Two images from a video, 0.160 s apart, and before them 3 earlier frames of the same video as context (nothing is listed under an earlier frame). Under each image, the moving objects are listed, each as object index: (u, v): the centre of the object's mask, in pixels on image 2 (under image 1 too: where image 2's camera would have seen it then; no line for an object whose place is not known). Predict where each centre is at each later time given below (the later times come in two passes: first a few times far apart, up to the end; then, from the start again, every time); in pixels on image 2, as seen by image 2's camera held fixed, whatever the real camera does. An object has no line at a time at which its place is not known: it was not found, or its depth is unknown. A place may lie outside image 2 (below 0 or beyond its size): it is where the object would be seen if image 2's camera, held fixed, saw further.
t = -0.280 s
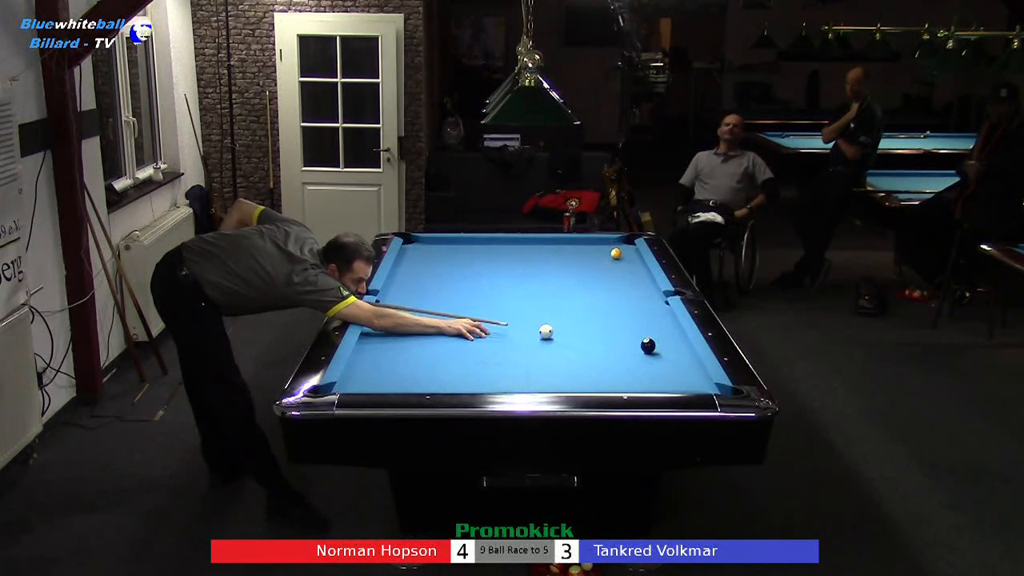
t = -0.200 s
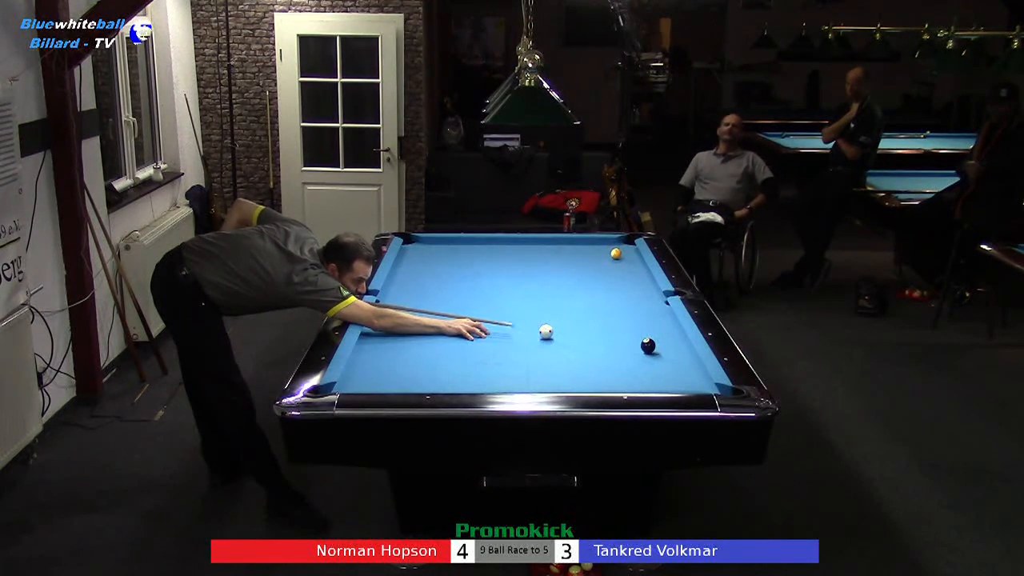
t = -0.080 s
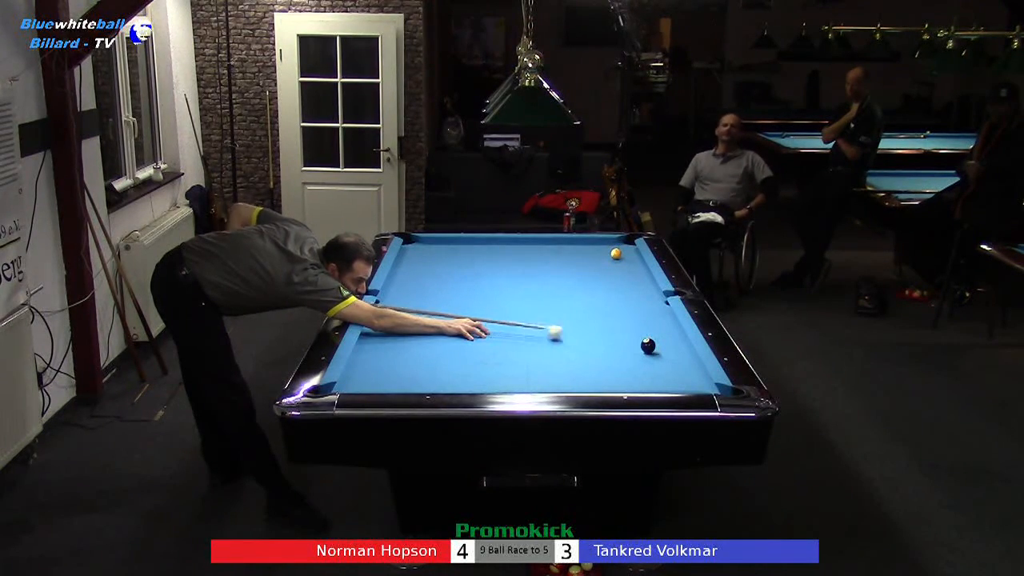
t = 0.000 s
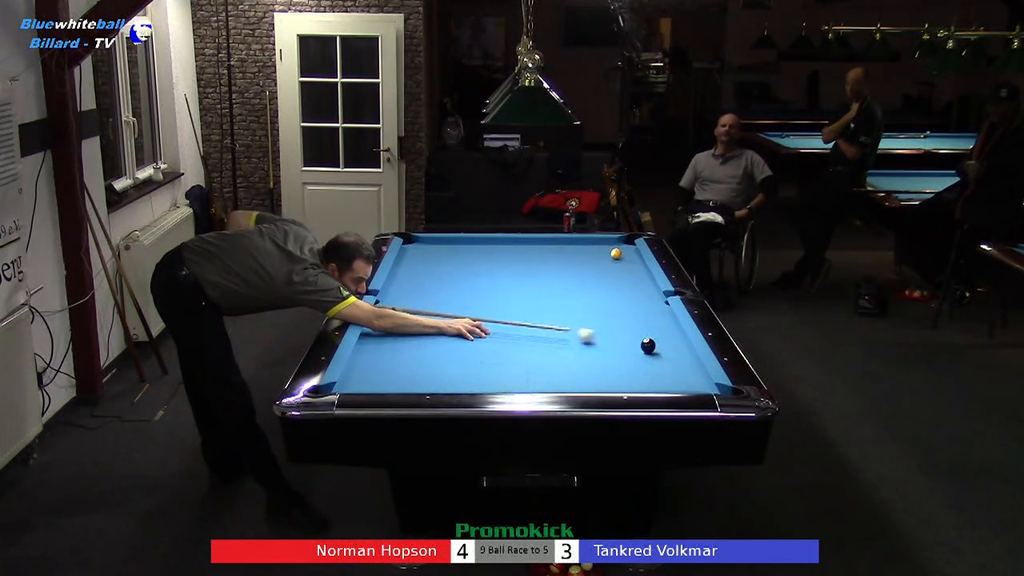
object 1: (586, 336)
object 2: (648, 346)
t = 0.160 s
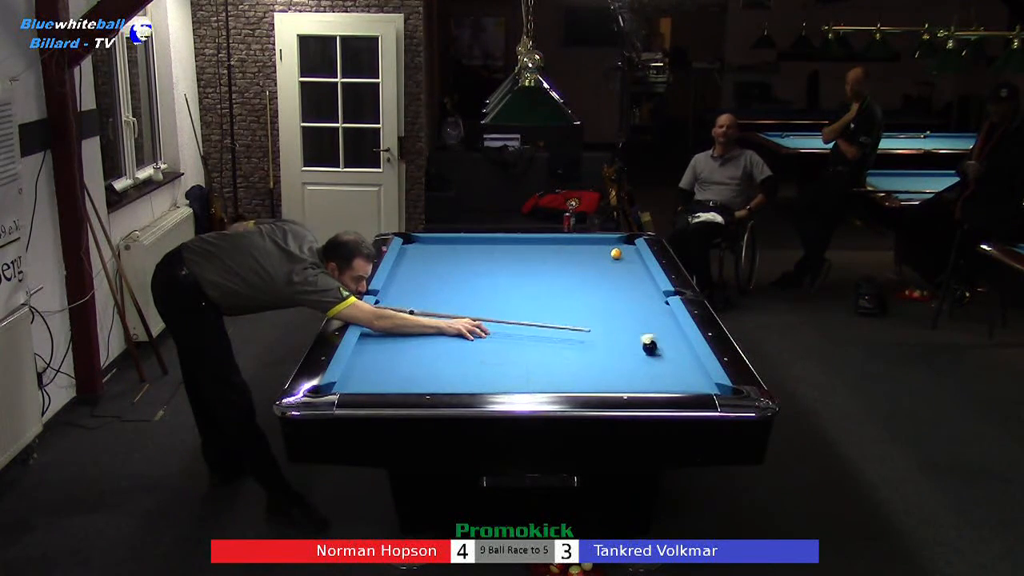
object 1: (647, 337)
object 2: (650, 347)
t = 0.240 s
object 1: (675, 340)
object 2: (655, 351)
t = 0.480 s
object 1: (640, 338)
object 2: (670, 362)
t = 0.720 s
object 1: (597, 336)
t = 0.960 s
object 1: (555, 334)
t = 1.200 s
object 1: (516, 332)
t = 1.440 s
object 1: (478, 330)
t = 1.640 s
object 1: (448, 328)
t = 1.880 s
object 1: (414, 326)
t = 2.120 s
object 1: (382, 324)
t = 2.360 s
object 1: (385, 323)
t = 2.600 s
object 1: (404, 322)
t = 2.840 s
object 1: (422, 321)
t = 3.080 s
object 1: (439, 320)
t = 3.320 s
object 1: (454, 320)
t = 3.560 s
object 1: (469, 319)
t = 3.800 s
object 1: (481, 319)
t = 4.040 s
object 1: (493, 318)
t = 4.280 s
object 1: (504, 318)
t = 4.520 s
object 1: (513, 317)
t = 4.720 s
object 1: (520, 317)
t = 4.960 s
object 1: (527, 316)
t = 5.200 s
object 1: (533, 316)
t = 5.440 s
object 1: (537, 316)
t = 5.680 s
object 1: (541, 316)
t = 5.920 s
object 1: (544, 316)
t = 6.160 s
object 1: (545, 316)
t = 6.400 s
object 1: (546, 316)
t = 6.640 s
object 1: (545, 316)
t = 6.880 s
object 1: (545, 316)
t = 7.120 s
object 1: (545, 316)
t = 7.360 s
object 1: (545, 316)
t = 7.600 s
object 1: (545, 316)
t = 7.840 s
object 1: (545, 316)
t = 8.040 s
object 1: (545, 316)
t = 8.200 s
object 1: (545, 316)
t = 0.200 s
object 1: (662, 340)
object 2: (652, 349)
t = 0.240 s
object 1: (675, 340)
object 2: (655, 351)
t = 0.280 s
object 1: (679, 340)
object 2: (658, 353)
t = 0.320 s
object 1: (670, 340)
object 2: (660, 354)
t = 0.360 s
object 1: (662, 339)
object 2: (663, 357)
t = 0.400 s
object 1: (654, 339)
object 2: (665, 358)
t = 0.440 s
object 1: (647, 338)
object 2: (668, 360)
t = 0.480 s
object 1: (640, 338)
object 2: (670, 362)
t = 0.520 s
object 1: (632, 338)
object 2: (673, 363)
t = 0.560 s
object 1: (625, 337)
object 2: (675, 365)
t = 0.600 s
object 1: (618, 336)
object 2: (678, 367)
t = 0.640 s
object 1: (611, 336)
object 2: (681, 369)
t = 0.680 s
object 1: (604, 336)
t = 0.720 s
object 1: (597, 336)
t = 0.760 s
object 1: (590, 336)
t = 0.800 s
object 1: (583, 335)
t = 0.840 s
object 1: (576, 335)
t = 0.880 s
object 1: (569, 335)
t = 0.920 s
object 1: (563, 334)
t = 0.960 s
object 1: (555, 334)
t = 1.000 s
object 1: (549, 334)
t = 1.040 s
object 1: (542, 333)
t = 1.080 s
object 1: (536, 333)
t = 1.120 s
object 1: (529, 333)
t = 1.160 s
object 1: (522, 332)
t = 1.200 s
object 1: (516, 332)
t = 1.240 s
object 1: (510, 332)
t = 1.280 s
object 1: (503, 331)
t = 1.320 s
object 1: (497, 331)
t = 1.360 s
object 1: (491, 331)
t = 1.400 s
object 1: (485, 330)
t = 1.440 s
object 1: (478, 330)
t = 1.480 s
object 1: (472, 330)
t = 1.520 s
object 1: (466, 329)
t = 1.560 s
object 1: (460, 329)
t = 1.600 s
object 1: (454, 328)
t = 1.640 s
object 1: (448, 328)
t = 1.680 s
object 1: (442, 328)
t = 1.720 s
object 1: (436, 328)
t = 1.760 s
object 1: (431, 327)
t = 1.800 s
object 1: (425, 327)
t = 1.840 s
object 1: (420, 327)
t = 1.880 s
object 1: (414, 326)
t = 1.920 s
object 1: (408, 326)
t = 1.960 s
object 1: (403, 325)
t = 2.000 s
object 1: (397, 325)
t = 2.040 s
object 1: (392, 325)
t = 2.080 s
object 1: (387, 325)
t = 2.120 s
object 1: (382, 324)
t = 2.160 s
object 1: (377, 324)
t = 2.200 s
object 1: (372, 323)
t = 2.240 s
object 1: (375, 323)
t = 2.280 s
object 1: (378, 323)
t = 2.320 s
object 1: (382, 323)
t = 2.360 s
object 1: (385, 323)
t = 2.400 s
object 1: (389, 323)
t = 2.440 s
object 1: (392, 322)
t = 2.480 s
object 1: (395, 322)
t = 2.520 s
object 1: (398, 322)
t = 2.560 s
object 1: (401, 322)
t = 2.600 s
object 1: (404, 322)
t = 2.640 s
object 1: (407, 322)
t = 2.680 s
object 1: (410, 321)
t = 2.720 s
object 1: (414, 321)
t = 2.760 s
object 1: (416, 321)
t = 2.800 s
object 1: (419, 321)
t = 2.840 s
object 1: (422, 321)
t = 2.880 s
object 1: (425, 321)
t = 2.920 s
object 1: (428, 321)
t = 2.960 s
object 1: (431, 321)
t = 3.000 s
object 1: (433, 321)
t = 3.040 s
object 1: (436, 320)
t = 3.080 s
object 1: (439, 320)
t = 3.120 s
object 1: (441, 320)
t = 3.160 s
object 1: (444, 320)
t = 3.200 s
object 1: (447, 320)
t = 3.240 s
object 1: (449, 320)
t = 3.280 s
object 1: (452, 320)
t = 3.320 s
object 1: (454, 320)
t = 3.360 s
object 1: (457, 319)
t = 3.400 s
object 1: (459, 319)
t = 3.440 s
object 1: (461, 319)
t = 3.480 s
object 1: (464, 319)
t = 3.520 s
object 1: (466, 319)
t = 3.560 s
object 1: (469, 319)
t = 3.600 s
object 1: (471, 319)
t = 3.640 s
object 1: (473, 319)
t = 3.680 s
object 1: (475, 319)
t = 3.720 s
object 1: (477, 319)
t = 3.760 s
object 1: (479, 318)
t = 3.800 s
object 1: (481, 319)
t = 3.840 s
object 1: (483, 318)
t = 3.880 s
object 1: (486, 318)
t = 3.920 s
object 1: (487, 319)
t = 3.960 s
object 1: (489, 318)
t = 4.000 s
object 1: (491, 318)
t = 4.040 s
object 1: (493, 318)
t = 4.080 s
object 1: (495, 318)
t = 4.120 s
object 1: (497, 318)
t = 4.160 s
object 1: (498, 318)
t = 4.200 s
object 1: (500, 318)
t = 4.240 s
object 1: (502, 317)
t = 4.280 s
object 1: (504, 318)
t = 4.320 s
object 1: (505, 318)
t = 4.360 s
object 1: (507, 318)
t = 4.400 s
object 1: (508, 317)
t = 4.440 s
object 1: (510, 317)
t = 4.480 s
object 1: (511, 317)
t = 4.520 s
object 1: (513, 317)
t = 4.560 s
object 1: (514, 317)
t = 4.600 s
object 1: (516, 317)
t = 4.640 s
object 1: (517, 317)
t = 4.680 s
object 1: (518, 317)
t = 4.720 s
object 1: (520, 317)
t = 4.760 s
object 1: (521, 317)
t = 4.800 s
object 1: (522, 317)
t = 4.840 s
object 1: (523, 317)
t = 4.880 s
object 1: (525, 317)
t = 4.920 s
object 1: (526, 317)
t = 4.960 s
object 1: (527, 316)
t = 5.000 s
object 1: (528, 316)
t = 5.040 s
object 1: (529, 316)
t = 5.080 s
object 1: (530, 316)
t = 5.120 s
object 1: (531, 316)
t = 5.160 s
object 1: (531, 316)
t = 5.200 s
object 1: (533, 316)
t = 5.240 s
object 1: (533, 316)
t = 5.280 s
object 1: (534, 316)
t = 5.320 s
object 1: (535, 316)
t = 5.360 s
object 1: (536, 316)
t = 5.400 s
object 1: (537, 316)
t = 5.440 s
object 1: (537, 316)
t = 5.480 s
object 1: (538, 316)
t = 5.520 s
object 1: (539, 316)
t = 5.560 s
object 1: (539, 316)
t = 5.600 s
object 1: (540, 316)
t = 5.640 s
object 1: (540, 316)
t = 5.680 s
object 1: (541, 316)
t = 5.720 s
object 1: (541, 316)
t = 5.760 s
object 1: (542, 316)
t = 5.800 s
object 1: (542, 316)
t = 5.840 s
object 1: (543, 316)
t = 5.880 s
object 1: (543, 316)
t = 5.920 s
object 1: (544, 316)
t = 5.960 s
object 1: (544, 316)
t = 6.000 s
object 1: (544, 316)
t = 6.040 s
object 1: (544, 316)
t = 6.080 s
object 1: (545, 316)
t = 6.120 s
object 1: (545, 316)
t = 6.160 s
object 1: (545, 316)
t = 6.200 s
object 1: (545, 316)
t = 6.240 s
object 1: (545, 316)
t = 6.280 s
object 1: (545, 316)
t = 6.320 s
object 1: (546, 316)
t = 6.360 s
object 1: (545, 316)
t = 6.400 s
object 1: (546, 316)
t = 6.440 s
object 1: (545, 316)
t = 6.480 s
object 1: (545, 316)
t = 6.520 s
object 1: (545, 316)
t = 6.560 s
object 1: (545, 316)
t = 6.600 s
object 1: (545, 316)
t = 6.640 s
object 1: (545, 316)
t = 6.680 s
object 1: (545, 316)
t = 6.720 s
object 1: (545, 316)
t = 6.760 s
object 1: (545, 316)
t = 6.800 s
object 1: (545, 316)
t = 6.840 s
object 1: (545, 316)
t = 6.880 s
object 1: (545, 316)
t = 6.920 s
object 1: (545, 316)
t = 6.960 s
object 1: (545, 316)
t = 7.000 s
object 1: (545, 316)
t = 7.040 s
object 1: (545, 316)
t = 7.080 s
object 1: (545, 316)
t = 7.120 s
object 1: (545, 316)
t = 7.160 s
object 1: (545, 316)
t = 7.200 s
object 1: (545, 316)
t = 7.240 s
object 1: (545, 316)
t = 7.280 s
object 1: (545, 316)
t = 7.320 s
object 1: (545, 316)
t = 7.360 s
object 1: (545, 316)
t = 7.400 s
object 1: (545, 316)
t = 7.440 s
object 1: (545, 316)
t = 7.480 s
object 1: (545, 316)
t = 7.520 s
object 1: (545, 316)
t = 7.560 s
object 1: (545, 316)
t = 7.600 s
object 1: (545, 316)
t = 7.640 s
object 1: (545, 316)
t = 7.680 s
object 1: (545, 316)
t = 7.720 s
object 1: (545, 316)
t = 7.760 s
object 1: (545, 316)
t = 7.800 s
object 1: (545, 316)
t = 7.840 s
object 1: (545, 316)
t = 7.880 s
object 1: (545, 316)
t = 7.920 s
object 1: (545, 316)
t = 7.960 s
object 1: (545, 316)
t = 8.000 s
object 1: (545, 316)
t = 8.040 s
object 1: (545, 316)
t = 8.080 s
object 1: (545, 316)
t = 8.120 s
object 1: (545, 316)
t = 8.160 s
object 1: (545, 316)
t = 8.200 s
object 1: (545, 316)
